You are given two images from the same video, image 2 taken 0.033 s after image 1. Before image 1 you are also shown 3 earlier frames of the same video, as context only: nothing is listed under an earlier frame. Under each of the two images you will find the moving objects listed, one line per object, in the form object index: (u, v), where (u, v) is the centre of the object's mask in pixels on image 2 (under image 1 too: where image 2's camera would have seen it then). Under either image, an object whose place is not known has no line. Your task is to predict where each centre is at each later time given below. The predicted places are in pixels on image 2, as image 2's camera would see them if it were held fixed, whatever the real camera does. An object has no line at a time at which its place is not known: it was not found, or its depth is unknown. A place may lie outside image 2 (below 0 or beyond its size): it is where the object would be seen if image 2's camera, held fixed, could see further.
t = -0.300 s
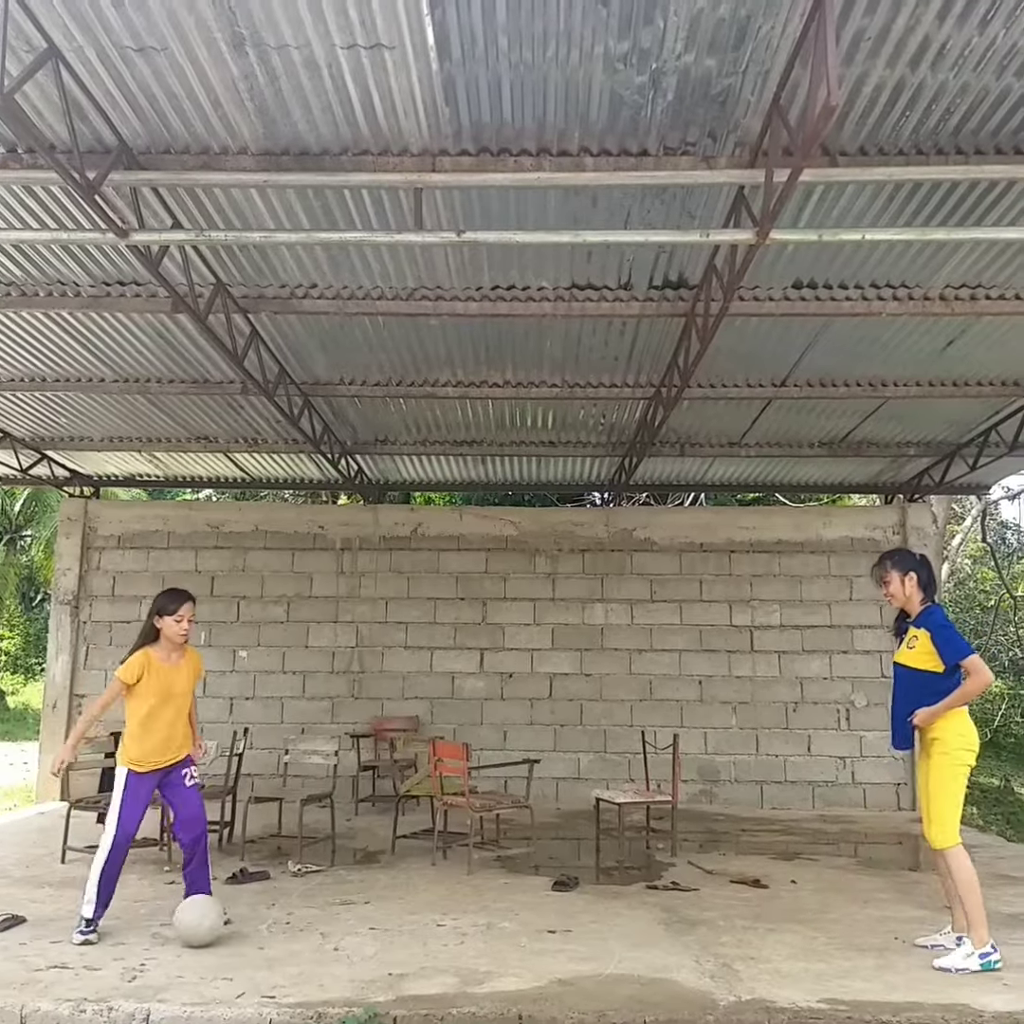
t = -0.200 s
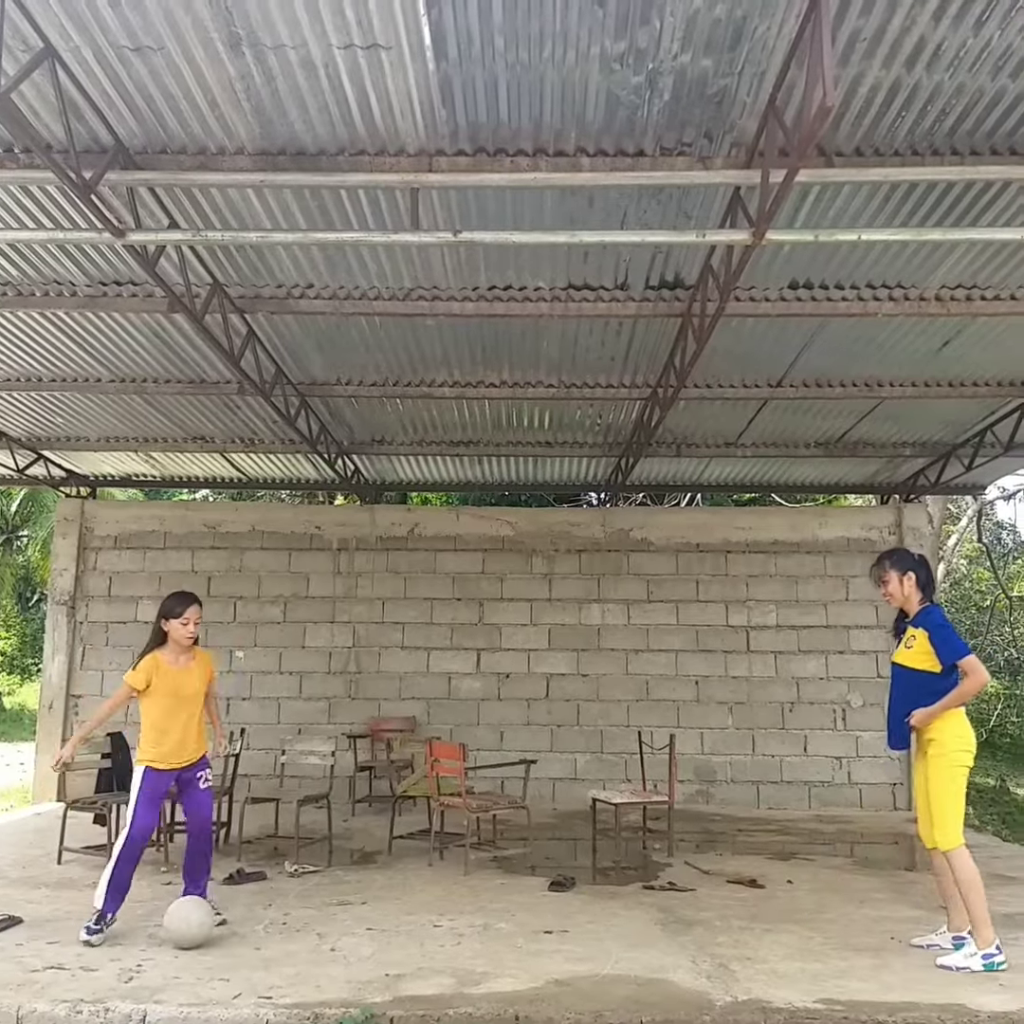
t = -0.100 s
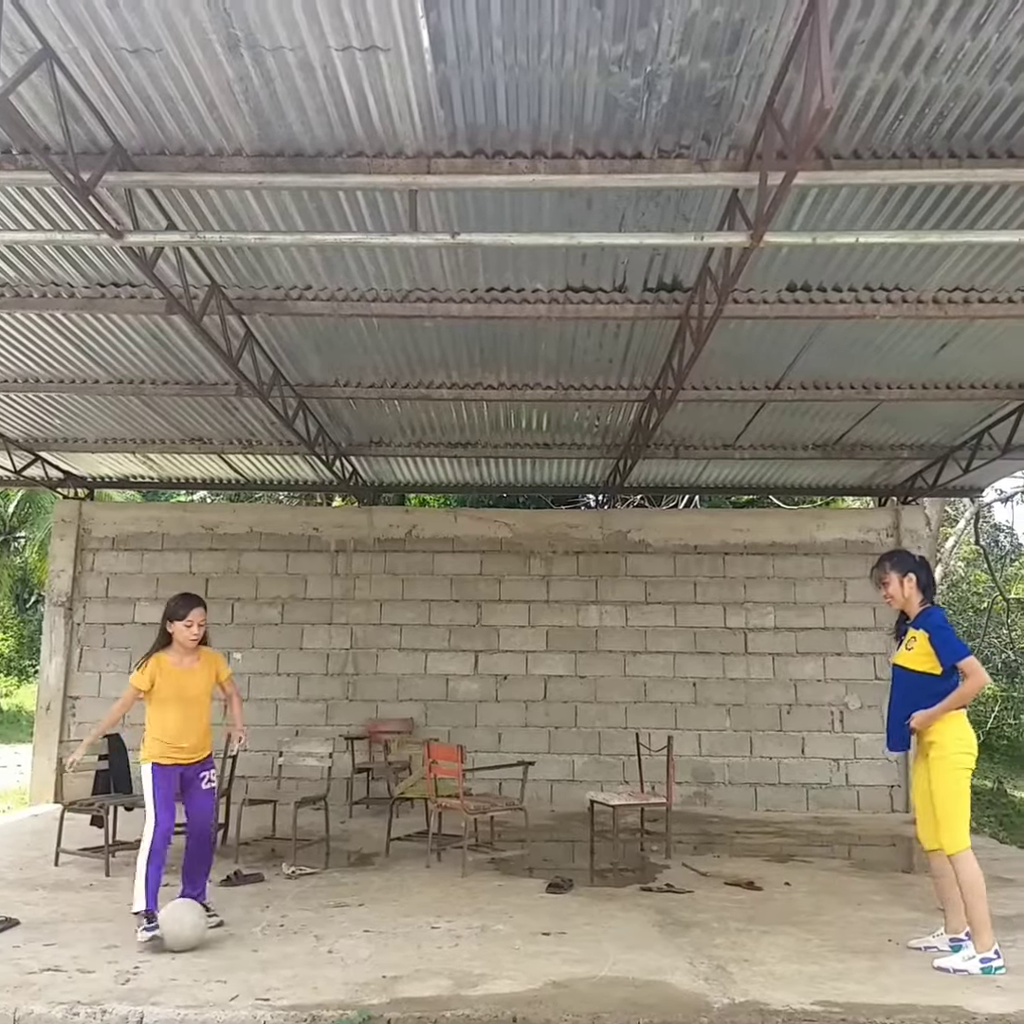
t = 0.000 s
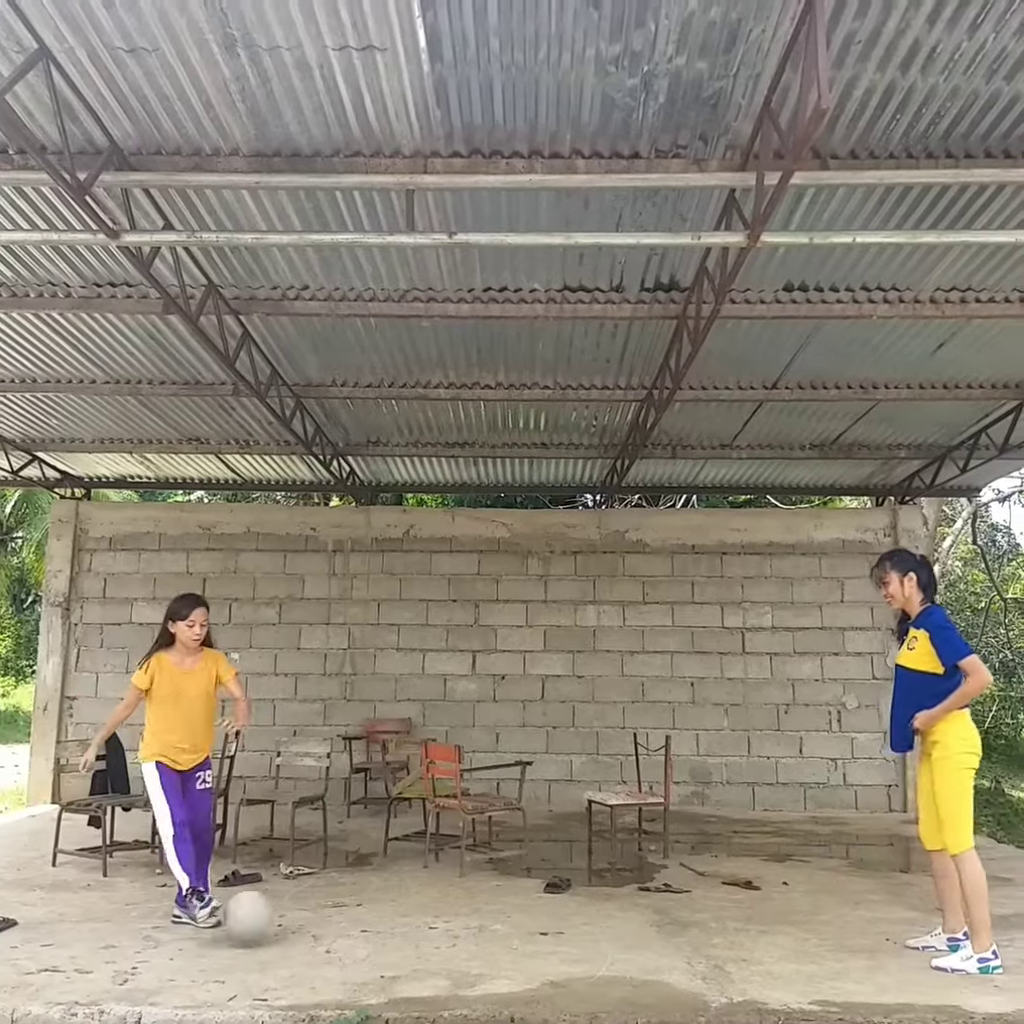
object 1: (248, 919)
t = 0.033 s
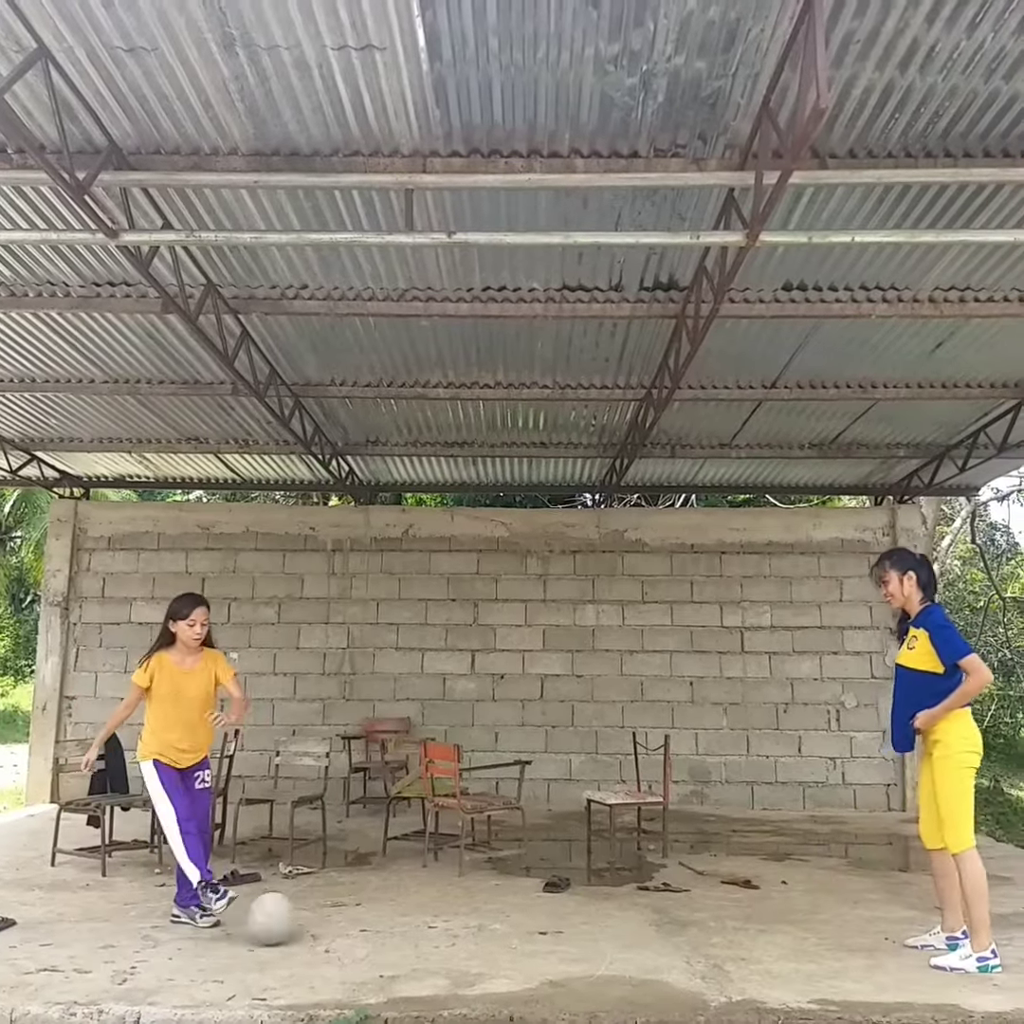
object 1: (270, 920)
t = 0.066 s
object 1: (292, 921)
